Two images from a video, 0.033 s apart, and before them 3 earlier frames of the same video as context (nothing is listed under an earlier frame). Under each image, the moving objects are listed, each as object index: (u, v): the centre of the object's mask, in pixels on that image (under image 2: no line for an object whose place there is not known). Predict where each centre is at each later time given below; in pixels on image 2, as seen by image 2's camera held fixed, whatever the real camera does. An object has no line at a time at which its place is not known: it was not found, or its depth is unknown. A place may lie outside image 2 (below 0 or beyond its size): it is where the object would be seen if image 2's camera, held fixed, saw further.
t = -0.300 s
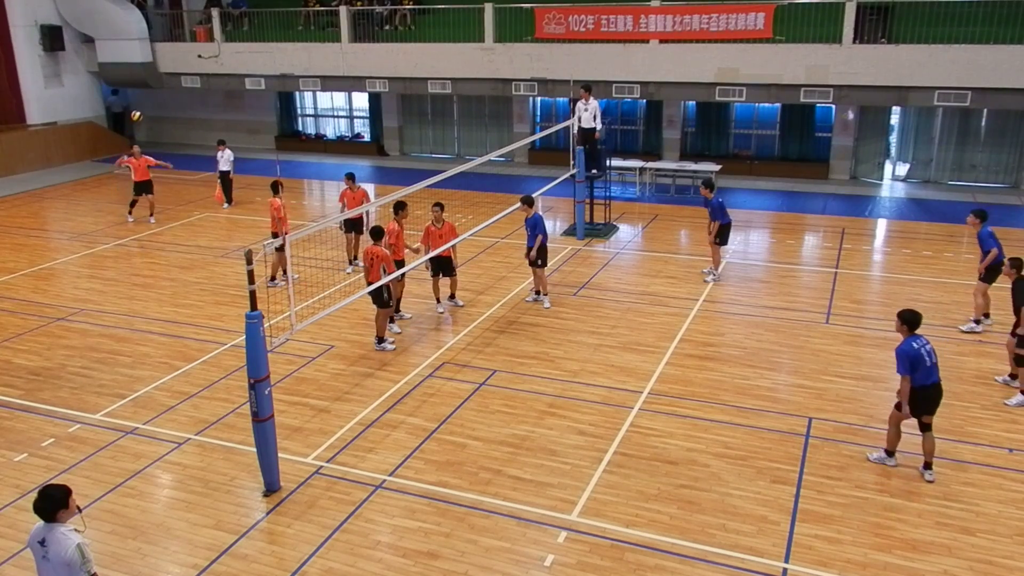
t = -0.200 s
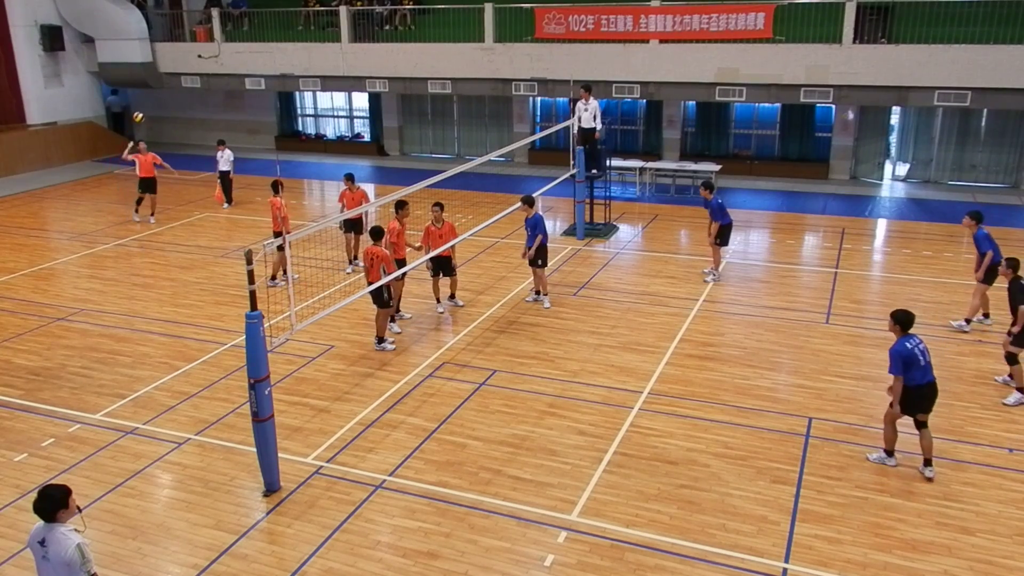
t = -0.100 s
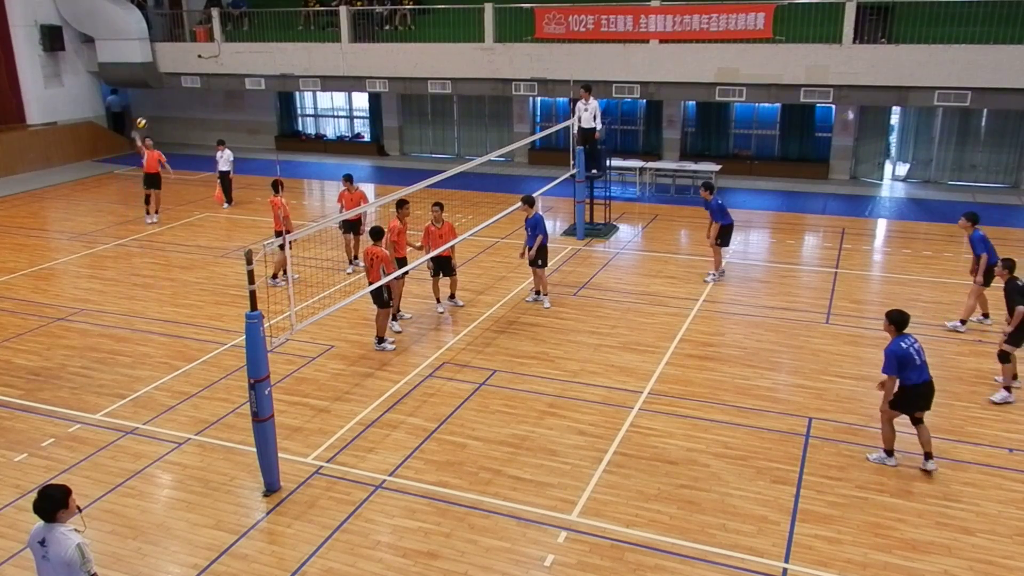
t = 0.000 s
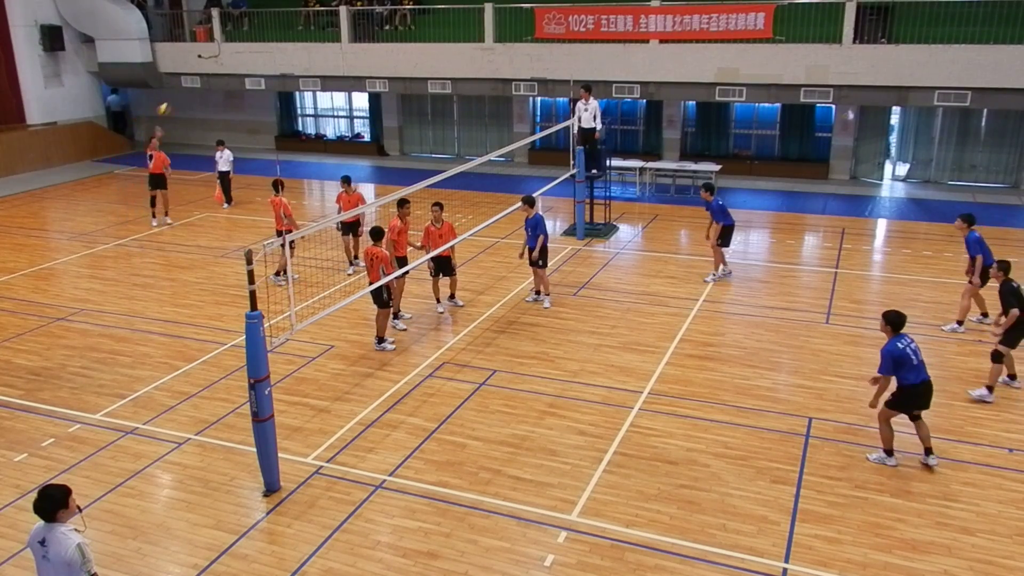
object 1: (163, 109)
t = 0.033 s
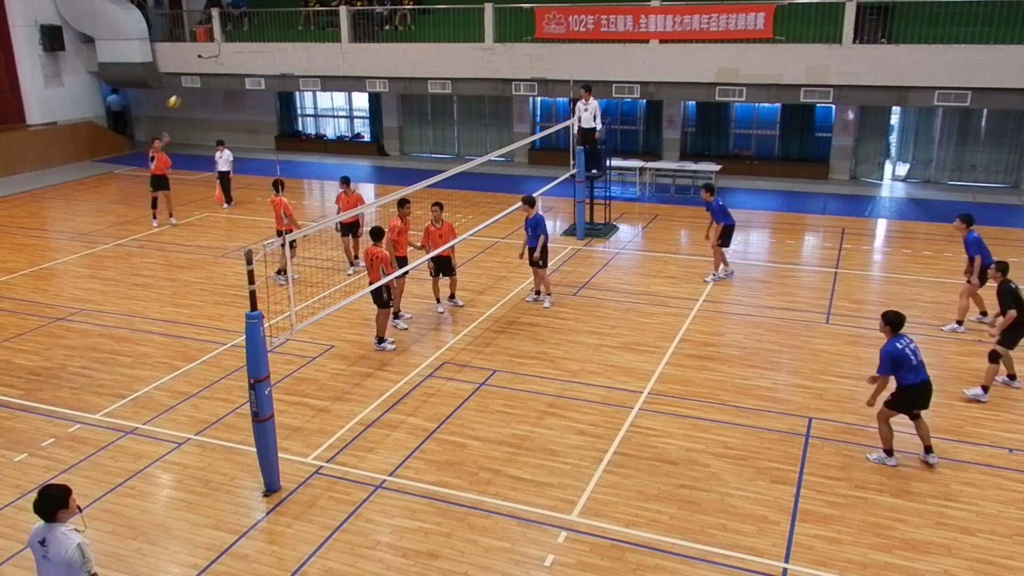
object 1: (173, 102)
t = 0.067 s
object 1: (183, 95)
